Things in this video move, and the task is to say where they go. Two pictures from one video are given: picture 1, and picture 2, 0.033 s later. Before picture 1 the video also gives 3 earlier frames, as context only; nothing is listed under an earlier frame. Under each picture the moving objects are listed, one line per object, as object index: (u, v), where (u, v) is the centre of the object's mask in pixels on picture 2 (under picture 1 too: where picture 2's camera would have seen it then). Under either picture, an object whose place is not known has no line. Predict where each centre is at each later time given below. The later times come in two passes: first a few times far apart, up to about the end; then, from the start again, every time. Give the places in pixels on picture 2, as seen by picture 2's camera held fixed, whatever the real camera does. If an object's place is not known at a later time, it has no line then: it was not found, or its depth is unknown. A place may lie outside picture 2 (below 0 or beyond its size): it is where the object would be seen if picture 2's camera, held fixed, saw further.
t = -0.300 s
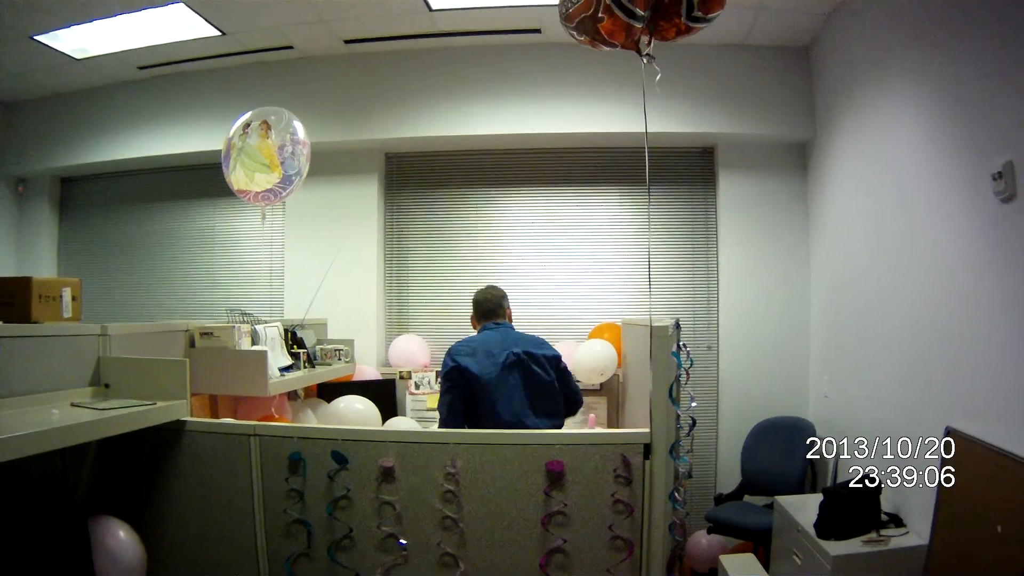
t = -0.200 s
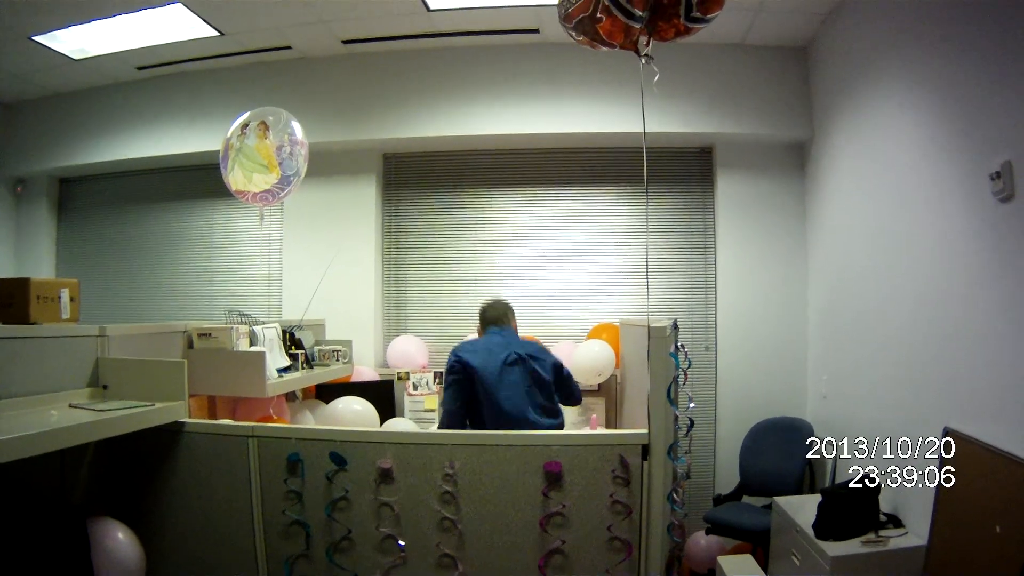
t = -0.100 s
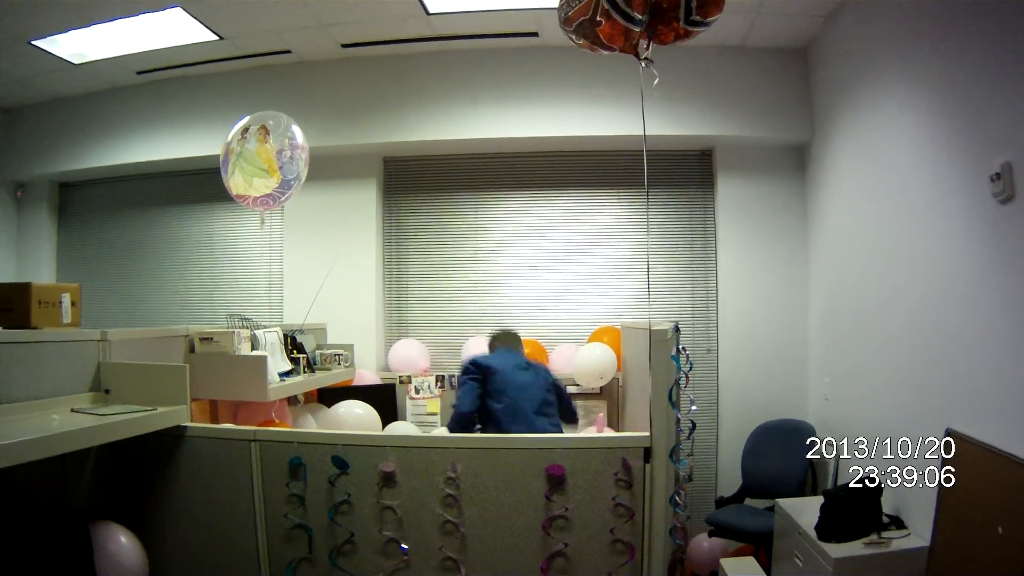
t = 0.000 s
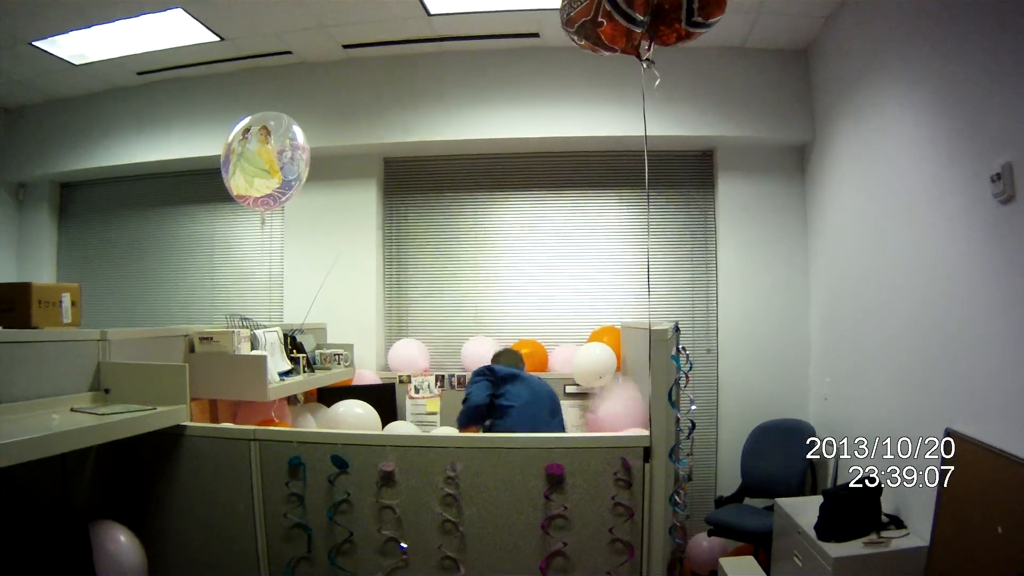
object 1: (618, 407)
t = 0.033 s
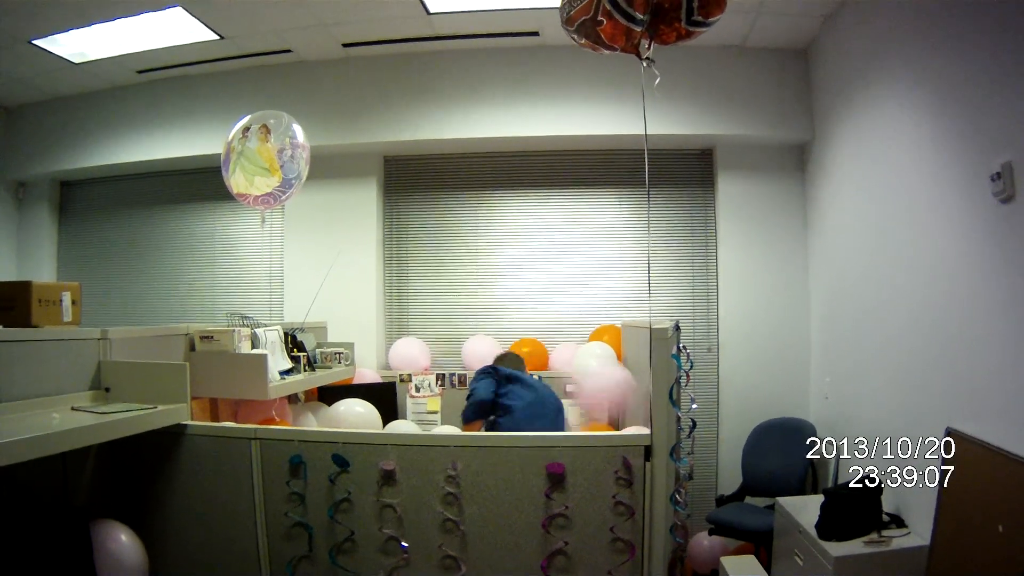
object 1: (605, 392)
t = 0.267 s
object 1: (482, 221)
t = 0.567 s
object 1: (438, 106)
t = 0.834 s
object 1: (425, 45)
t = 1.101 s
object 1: (422, 19)
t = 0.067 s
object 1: (574, 362)
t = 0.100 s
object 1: (553, 337)
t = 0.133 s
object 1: (537, 313)
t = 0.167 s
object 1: (520, 289)
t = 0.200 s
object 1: (504, 264)
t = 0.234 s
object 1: (492, 241)
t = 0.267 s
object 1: (482, 221)
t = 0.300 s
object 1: (474, 205)
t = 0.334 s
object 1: (467, 189)
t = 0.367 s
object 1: (462, 176)
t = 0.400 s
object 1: (458, 164)
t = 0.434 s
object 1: (452, 152)
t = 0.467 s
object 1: (448, 139)
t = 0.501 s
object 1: (444, 128)
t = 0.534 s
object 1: (441, 116)
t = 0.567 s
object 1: (438, 106)
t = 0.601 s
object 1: (435, 94)
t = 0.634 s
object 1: (433, 85)
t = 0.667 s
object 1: (431, 78)
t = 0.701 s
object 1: (430, 70)
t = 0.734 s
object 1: (429, 62)
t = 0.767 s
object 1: (428, 56)
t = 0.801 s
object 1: (426, 50)
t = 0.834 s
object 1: (425, 45)
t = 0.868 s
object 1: (424, 41)
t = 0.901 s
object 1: (423, 36)
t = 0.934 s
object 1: (422, 31)
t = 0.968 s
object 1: (422, 28)
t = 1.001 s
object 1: (422, 25)
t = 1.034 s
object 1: (422, 24)
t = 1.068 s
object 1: (421, 21)
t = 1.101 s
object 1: (422, 19)
